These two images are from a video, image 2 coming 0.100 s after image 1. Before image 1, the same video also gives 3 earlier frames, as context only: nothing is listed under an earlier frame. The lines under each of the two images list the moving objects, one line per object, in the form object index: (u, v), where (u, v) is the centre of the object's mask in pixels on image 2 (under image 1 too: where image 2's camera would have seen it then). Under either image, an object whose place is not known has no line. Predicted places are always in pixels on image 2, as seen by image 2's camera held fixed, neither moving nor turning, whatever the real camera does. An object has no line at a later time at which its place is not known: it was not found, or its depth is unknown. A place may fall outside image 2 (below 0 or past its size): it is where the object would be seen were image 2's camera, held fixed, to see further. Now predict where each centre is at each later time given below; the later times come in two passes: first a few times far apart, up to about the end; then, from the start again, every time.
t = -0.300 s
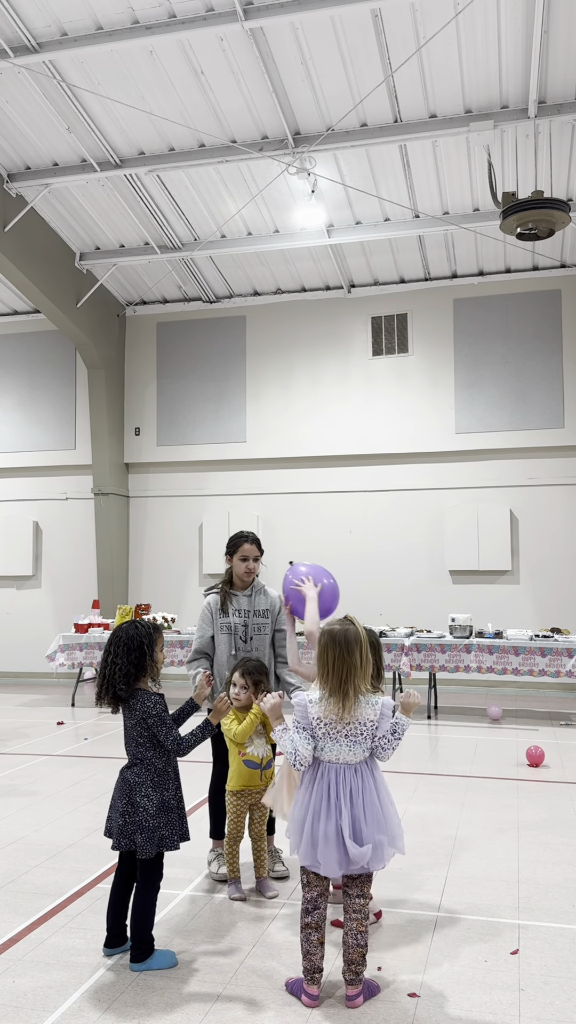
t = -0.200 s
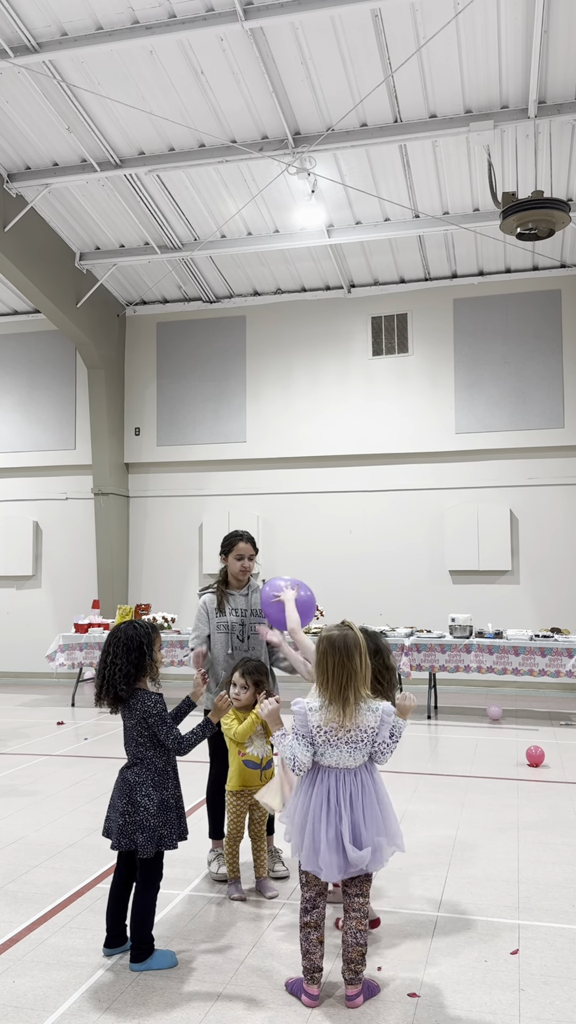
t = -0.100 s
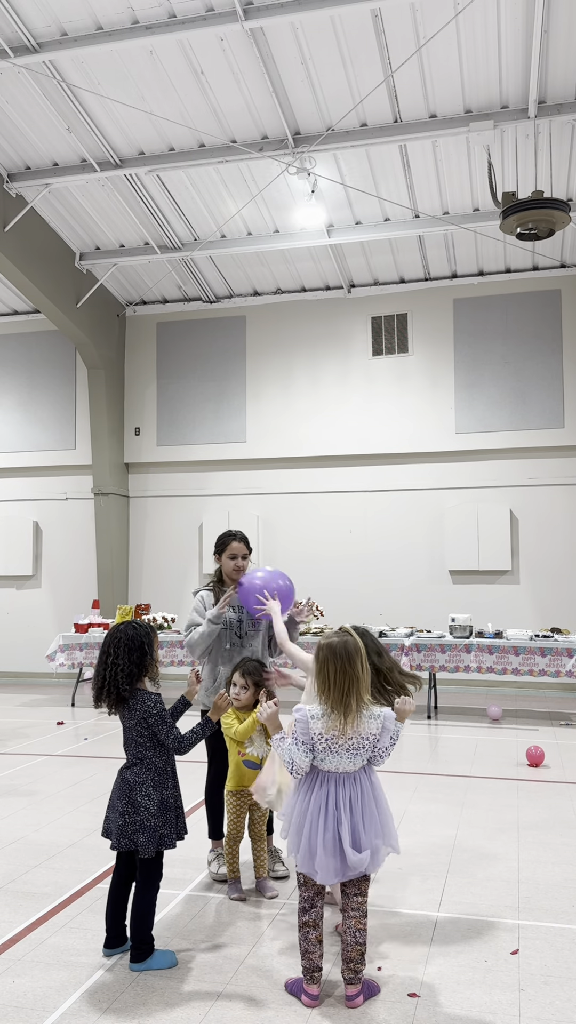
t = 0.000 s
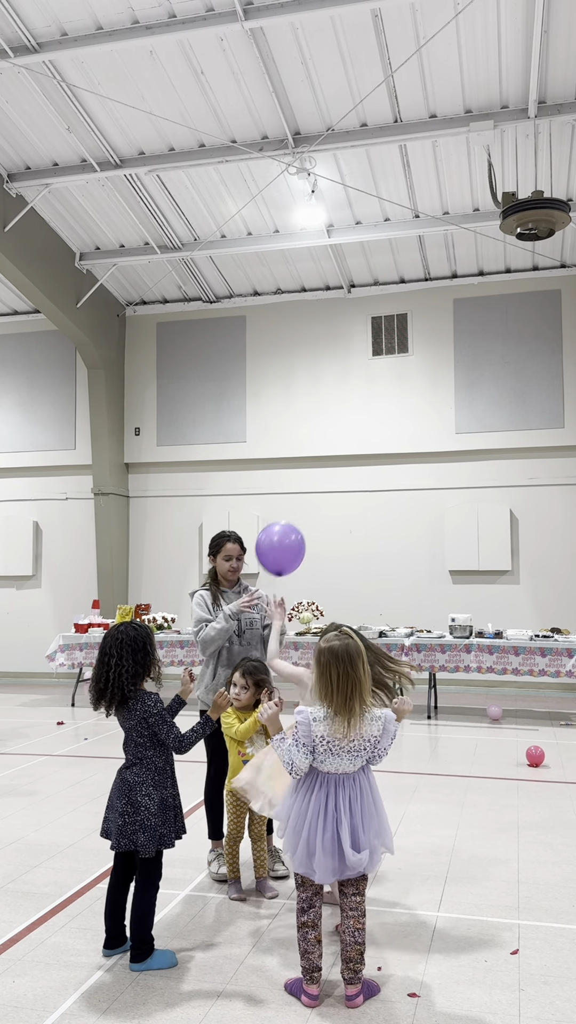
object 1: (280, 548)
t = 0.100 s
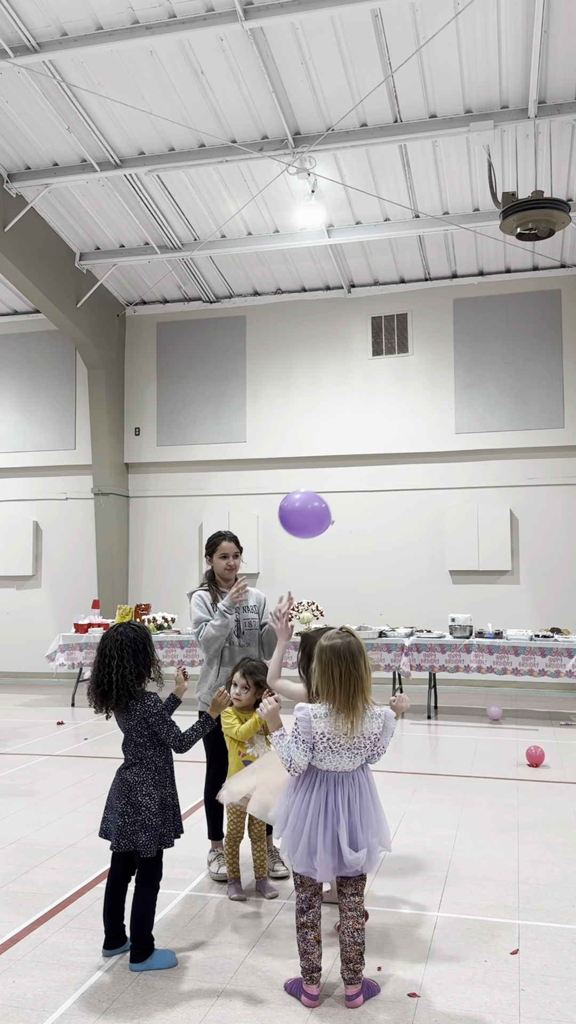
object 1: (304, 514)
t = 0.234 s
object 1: (335, 483)
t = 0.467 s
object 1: (370, 448)
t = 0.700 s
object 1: (387, 435)
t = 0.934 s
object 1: (400, 442)
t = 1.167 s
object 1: (415, 466)
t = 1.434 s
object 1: (431, 506)
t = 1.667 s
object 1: (443, 554)
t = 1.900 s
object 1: (456, 607)
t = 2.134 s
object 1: (469, 654)
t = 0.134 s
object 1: (312, 506)
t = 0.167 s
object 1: (320, 498)
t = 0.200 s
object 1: (328, 490)
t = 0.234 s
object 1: (335, 483)
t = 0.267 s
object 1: (341, 476)
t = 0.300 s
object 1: (347, 470)
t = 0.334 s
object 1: (352, 465)
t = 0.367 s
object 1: (357, 460)
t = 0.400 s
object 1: (362, 456)
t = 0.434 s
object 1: (366, 452)
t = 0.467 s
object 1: (370, 448)
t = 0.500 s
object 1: (373, 445)
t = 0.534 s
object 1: (376, 442)
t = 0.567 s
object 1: (378, 440)
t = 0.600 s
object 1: (381, 438)
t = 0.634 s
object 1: (383, 436)
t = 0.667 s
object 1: (385, 435)
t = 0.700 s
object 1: (387, 435)
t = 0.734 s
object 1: (389, 435)
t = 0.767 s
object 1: (391, 435)
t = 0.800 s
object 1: (392, 436)
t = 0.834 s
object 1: (394, 437)
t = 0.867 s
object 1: (396, 439)
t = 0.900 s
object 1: (399, 440)
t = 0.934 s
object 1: (400, 442)
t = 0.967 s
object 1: (402, 445)
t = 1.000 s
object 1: (404, 447)
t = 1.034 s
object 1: (406, 450)
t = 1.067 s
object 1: (408, 453)
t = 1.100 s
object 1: (411, 457)
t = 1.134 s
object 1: (413, 461)
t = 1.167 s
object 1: (415, 466)
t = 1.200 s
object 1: (417, 470)
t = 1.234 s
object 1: (420, 475)
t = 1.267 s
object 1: (422, 479)
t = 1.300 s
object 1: (424, 484)
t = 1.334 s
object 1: (426, 489)
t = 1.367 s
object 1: (428, 494)
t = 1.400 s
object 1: (430, 500)
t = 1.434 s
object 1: (431, 506)
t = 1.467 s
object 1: (433, 513)
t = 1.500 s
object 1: (434, 519)
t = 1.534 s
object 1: (436, 526)
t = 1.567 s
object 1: (438, 533)
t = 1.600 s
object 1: (440, 540)
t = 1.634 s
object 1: (442, 547)
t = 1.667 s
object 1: (443, 554)
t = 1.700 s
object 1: (445, 562)
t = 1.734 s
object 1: (447, 569)
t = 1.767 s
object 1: (449, 577)
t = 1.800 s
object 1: (450, 584)
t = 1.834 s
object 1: (452, 592)
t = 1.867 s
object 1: (454, 599)
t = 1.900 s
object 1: (456, 607)
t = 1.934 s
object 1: (458, 614)
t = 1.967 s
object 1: (460, 621)
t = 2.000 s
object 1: (462, 628)
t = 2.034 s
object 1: (464, 635)
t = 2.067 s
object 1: (466, 642)
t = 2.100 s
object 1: (467, 648)
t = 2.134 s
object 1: (469, 654)
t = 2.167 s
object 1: (471, 661)
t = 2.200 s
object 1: (473, 666)
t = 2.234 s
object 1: (475, 672)
